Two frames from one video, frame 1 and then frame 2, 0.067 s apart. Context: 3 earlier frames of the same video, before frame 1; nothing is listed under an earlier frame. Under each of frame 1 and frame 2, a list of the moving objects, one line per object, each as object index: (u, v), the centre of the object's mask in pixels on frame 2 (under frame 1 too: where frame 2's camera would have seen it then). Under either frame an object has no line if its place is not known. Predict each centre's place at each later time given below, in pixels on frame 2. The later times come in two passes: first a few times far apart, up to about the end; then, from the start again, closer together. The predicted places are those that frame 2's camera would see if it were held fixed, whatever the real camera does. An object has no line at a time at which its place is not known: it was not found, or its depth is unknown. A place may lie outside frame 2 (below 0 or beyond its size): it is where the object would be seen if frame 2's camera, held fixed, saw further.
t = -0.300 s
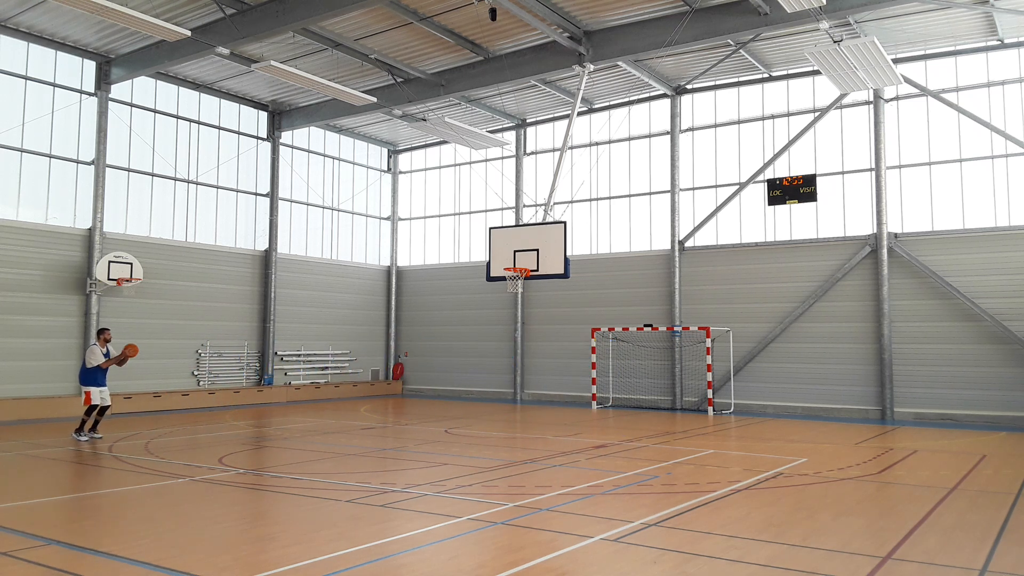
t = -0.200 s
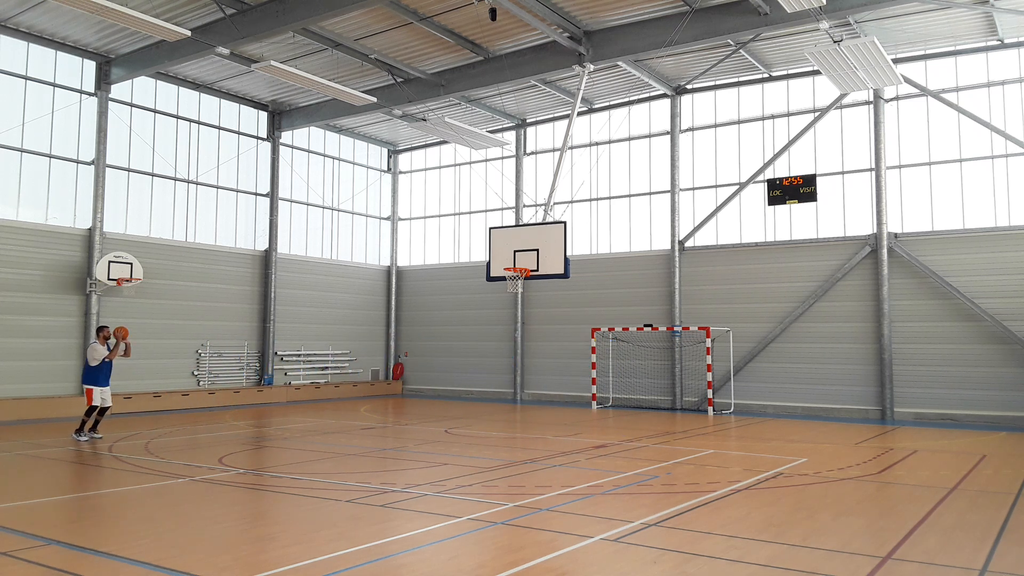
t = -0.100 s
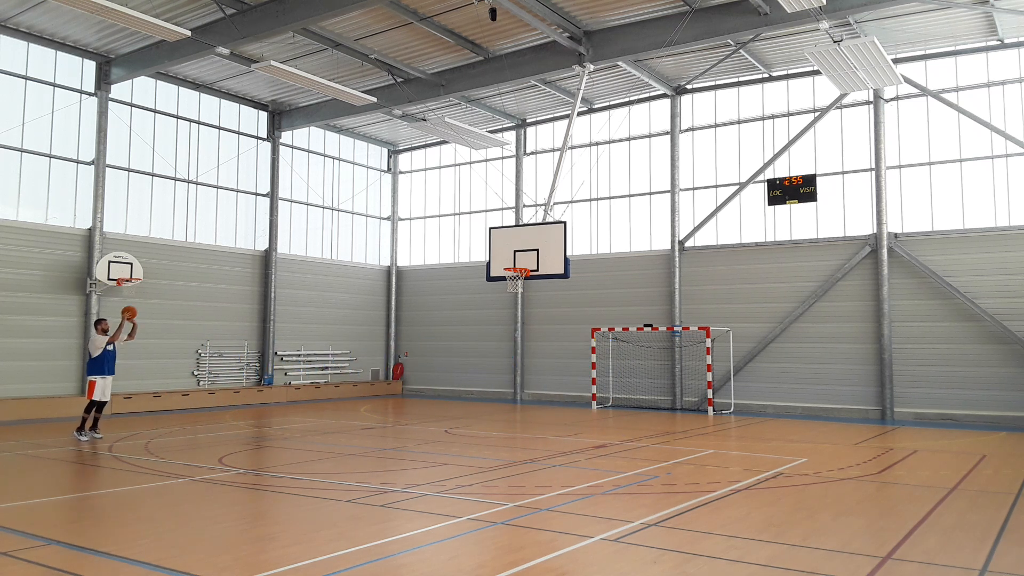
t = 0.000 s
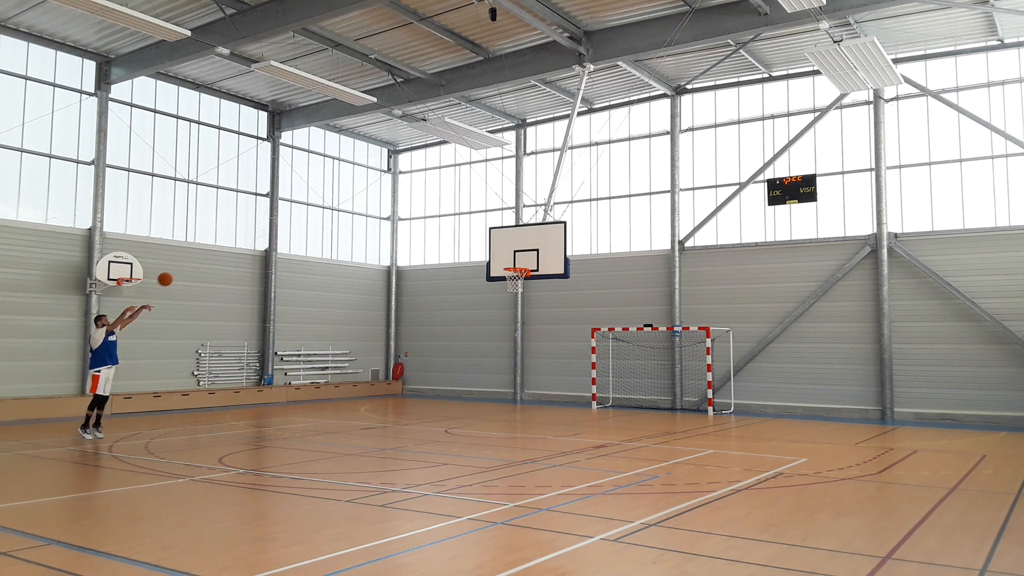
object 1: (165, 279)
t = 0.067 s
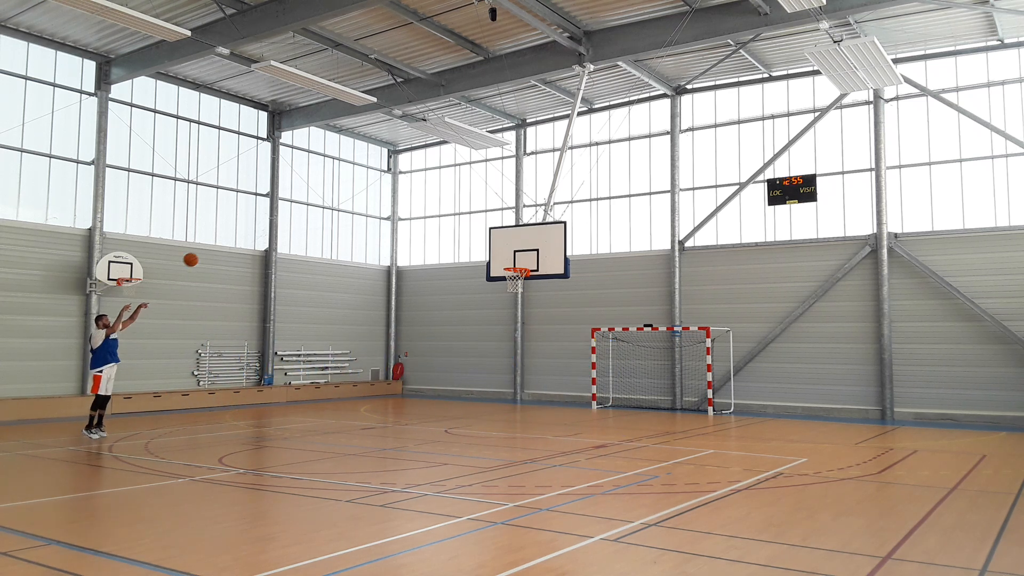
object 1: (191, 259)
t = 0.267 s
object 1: (264, 217)
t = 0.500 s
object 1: (341, 197)
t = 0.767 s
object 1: (423, 208)
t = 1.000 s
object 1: (490, 245)
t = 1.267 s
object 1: (537, 261)
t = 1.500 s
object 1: (531, 270)
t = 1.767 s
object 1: (524, 317)
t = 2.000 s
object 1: (516, 397)
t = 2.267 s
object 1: (517, 378)
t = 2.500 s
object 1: (522, 327)
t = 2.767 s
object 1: (529, 307)
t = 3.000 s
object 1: (534, 327)
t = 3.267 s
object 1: (541, 395)
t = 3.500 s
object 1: (546, 418)
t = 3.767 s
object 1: (552, 360)
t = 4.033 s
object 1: (557, 349)
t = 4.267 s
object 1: (561, 384)
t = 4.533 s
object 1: (567, 456)
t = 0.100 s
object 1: (203, 251)
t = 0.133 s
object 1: (216, 243)
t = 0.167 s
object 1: (228, 235)
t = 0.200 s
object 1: (240, 229)
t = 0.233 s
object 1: (252, 223)
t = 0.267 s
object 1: (264, 217)
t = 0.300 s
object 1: (275, 213)
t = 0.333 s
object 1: (286, 208)
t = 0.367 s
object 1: (298, 205)
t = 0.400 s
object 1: (309, 202)
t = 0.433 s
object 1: (320, 200)
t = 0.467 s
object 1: (331, 198)
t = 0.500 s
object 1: (341, 197)
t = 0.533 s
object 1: (352, 196)
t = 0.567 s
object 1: (362, 196)
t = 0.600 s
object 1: (373, 197)
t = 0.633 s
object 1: (383, 198)
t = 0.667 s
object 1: (393, 199)
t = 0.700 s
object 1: (403, 202)
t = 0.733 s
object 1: (413, 204)
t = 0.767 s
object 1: (423, 208)
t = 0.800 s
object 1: (433, 211)
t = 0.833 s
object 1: (442, 216)
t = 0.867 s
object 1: (452, 221)
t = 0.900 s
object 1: (461, 226)
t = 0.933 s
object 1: (471, 232)
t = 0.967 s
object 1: (480, 238)
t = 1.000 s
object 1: (490, 245)
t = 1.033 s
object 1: (499, 252)
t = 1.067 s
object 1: (508, 260)
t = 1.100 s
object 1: (514, 261)
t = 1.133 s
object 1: (520, 261)
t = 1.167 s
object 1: (525, 260)
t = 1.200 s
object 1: (531, 261)
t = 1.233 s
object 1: (536, 261)
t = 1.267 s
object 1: (537, 261)
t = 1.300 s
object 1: (537, 260)
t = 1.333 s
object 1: (536, 261)
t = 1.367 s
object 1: (535, 261)
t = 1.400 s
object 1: (534, 262)
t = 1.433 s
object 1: (533, 264)
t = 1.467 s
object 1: (532, 267)
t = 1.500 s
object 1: (531, 270)
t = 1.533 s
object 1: (530, 273)
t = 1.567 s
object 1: (530, 278)
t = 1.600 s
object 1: (529, 282)
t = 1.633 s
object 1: (528, 288)
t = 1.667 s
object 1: (527, 294)
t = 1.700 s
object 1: (526, 301)
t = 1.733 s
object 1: (525, 309)
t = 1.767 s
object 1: (524, 317)
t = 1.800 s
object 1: (523, 326)
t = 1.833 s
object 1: (522, 336)
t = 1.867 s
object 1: (521, 347)
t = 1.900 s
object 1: (520, 358)
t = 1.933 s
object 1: (519, 370)
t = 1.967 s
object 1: (517, 383)
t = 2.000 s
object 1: (516, 397)
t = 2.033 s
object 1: (514, 411)
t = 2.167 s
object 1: (514, 409)
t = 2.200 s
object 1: (515, 398)
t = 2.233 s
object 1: (516, 387)
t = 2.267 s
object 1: (517, 378)
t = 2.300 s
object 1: (517, 369)
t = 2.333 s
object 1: (518, 360)
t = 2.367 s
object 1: (519, 352)
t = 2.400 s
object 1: (520, 345)
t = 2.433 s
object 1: (521, 338)
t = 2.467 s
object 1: (521, 332)
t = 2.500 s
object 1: (522, 327)
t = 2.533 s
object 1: (523, 322)
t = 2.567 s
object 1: (524, 318)
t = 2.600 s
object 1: (524, 314)
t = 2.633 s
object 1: (525, 312)
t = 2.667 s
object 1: (526, 310)
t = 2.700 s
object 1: (527, 308)
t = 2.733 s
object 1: (528, 308)
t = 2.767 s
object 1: (529, 307)
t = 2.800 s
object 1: (529, 308)
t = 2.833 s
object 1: (530, 309)
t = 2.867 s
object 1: (531, 311)
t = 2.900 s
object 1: (532, 314)
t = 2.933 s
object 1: (533, 317)
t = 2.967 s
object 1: (534, 322)
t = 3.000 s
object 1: (534, 327)
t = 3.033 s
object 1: (535, 332)
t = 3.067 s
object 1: (536, 339)
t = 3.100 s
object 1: (537, 346)
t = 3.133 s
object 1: (538, 354)
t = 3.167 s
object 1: (538, 363)
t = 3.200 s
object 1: (539, 373)
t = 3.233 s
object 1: (540, 383)
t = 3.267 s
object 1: (541, 395)
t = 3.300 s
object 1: (542, 407)
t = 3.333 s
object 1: (543, 420)
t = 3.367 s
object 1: (544, 434)
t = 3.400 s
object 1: (545, 449)
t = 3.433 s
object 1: (545, 439)
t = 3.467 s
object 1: (546, 428)
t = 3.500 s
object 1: (546, 418)
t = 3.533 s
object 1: (547, 408)
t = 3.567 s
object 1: (548, 399)
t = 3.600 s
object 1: (549, 391)
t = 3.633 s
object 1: (549, 383)
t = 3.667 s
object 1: (550, 376)
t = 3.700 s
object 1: (550, 370)
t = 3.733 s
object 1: (551, 365)
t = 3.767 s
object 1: (552, 360)
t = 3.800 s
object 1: (552, 356)
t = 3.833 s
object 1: (553, 353)
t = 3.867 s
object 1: (553, 350)
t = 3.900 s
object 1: (554, 349)
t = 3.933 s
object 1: (555, 348)
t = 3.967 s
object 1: (556, 347)
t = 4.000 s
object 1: (556, 348)
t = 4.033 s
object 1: (557, 349)
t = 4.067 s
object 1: (557, 352)
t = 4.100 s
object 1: (558, 355)
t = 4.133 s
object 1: (559, 359)
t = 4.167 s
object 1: (559, 364)
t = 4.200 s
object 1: (560, 369)
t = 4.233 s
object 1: (561, 376)
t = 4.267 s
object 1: (561, 384)
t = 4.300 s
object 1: (562, 392)
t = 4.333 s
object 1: (563, 401)
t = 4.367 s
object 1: (564, 412)
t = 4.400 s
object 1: (564, 423)
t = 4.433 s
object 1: (565, 435)
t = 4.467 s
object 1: (566, 449)
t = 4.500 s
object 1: (566, 464)
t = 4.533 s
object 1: (567, 456)
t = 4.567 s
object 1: (568, 445)
